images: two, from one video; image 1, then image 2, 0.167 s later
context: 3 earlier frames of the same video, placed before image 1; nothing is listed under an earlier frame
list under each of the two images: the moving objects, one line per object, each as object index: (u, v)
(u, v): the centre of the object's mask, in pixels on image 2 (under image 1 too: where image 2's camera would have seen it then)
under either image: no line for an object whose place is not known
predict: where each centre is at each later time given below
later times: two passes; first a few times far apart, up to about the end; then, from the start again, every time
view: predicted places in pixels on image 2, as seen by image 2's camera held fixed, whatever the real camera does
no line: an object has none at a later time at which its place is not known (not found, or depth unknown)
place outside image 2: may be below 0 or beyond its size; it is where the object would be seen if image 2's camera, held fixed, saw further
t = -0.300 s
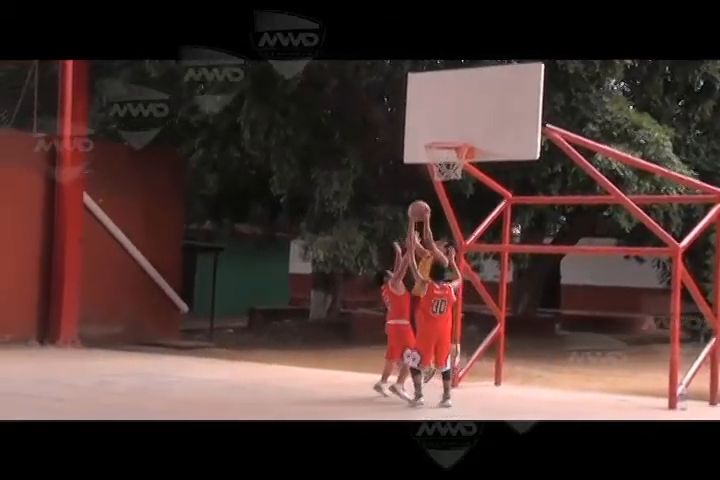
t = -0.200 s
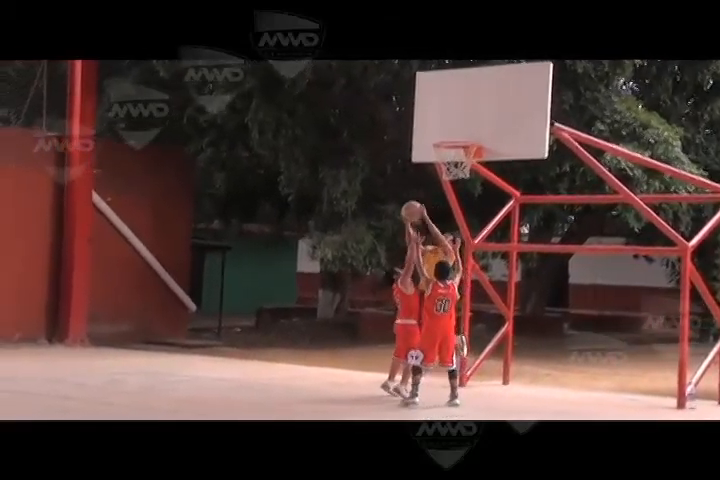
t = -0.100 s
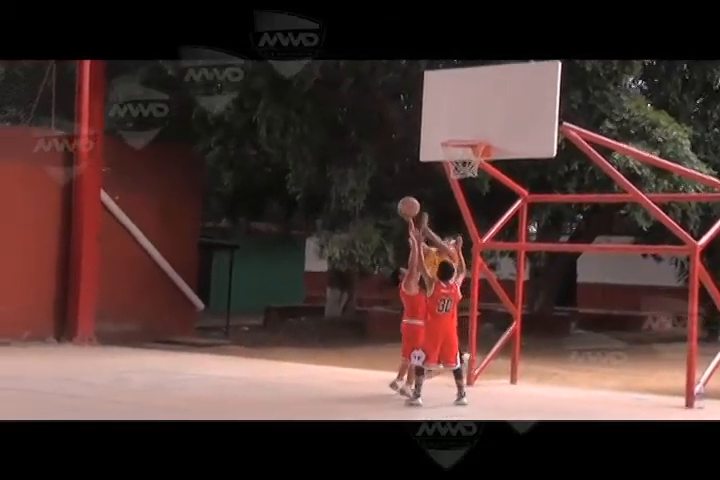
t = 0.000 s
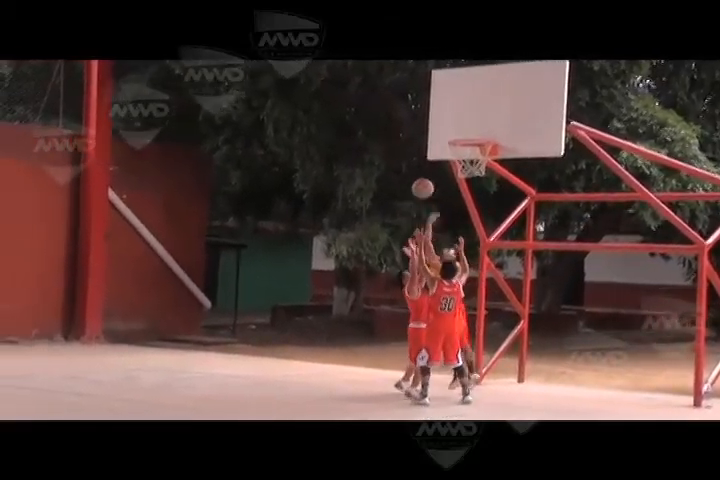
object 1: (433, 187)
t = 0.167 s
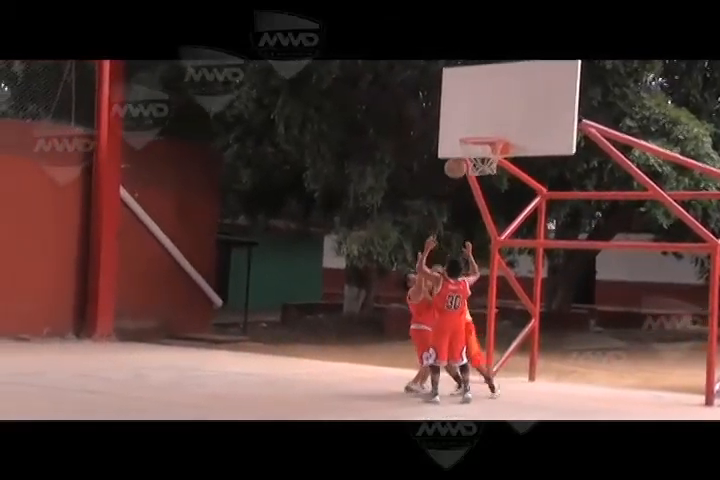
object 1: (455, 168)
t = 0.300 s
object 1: (466, 168)
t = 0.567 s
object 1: (502, 212)
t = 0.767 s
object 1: (526, 281)
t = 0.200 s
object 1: (457, 167)
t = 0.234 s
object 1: (460, 167)
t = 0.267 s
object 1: (463, 167)
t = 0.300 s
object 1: (466, 168)
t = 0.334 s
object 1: (475, 169)
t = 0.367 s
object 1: (481, 173)
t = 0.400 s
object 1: (485, 178)
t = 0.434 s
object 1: (488, 181)
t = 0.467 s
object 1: (492, 189)
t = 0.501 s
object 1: (495, 195)
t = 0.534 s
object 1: (499, 203)
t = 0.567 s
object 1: (502, 212)
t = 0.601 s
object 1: (506, 221)
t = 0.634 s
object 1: (510, 231)
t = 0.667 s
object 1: (513, 243)
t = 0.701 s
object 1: (516, 255)
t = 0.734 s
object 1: (521, 267)
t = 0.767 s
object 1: (526, 281)
